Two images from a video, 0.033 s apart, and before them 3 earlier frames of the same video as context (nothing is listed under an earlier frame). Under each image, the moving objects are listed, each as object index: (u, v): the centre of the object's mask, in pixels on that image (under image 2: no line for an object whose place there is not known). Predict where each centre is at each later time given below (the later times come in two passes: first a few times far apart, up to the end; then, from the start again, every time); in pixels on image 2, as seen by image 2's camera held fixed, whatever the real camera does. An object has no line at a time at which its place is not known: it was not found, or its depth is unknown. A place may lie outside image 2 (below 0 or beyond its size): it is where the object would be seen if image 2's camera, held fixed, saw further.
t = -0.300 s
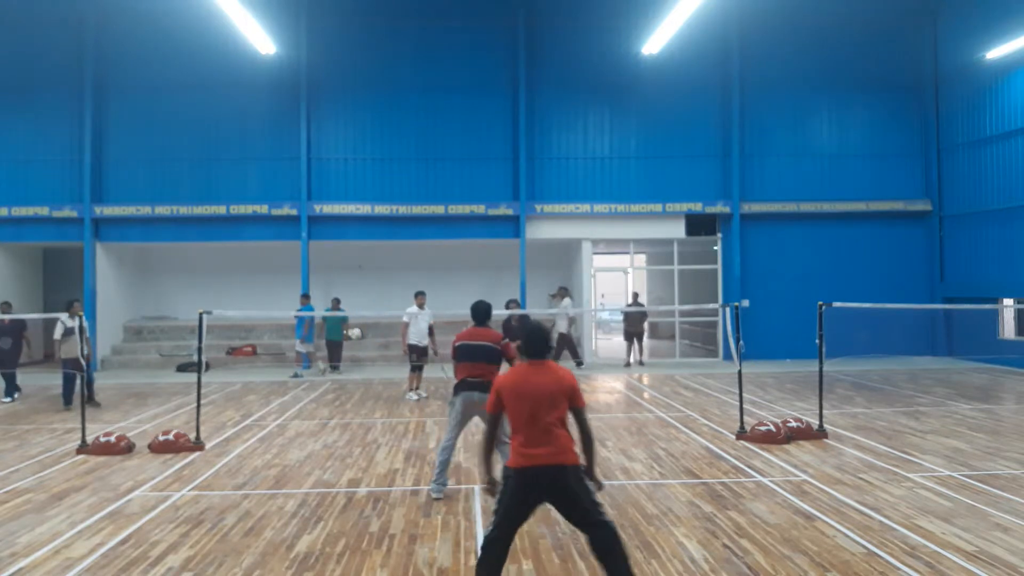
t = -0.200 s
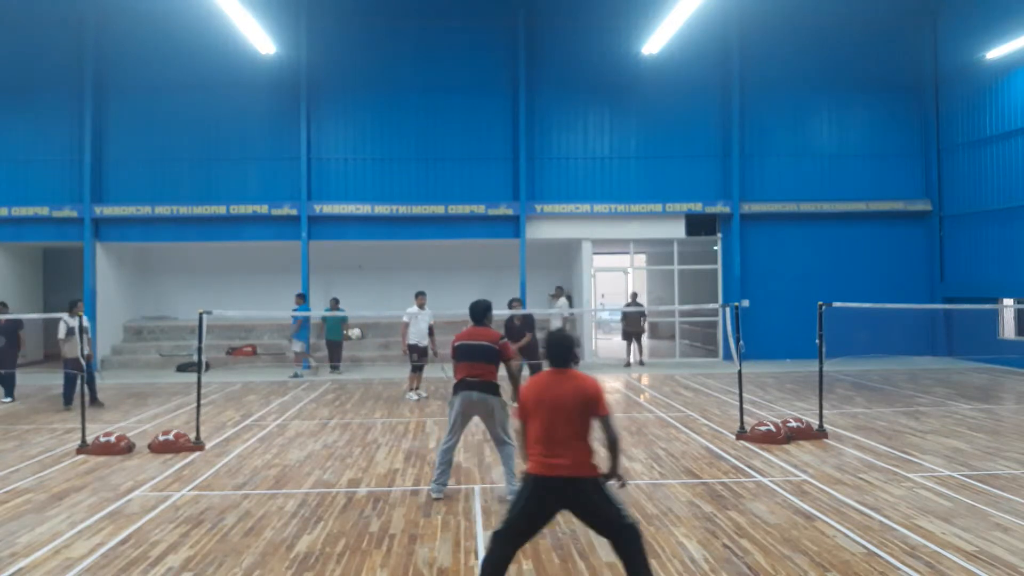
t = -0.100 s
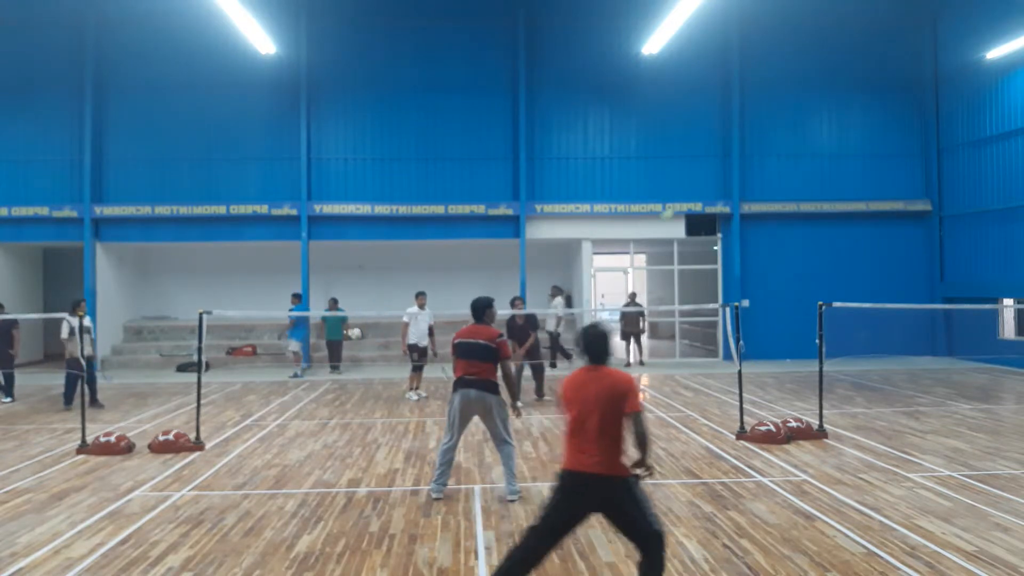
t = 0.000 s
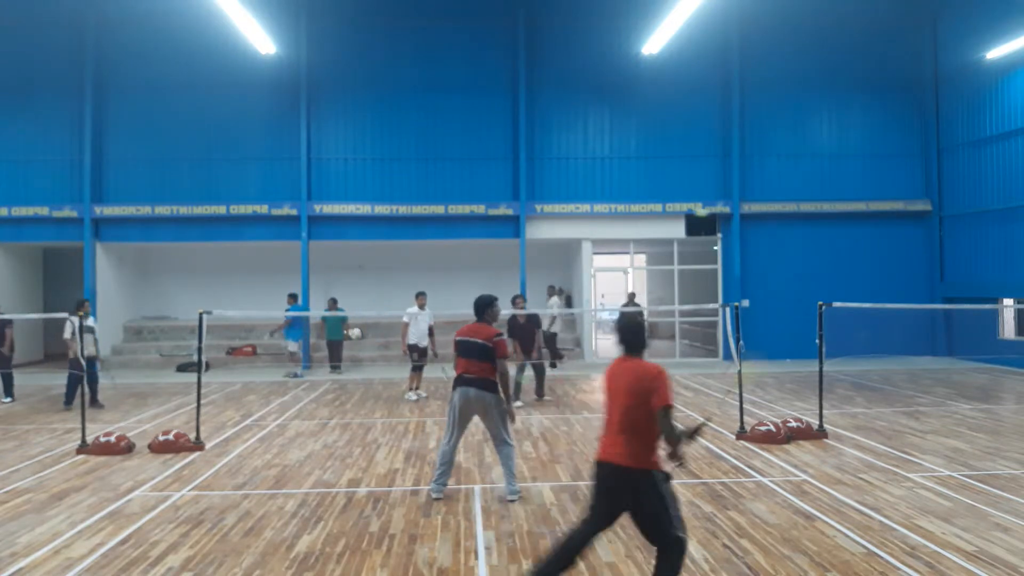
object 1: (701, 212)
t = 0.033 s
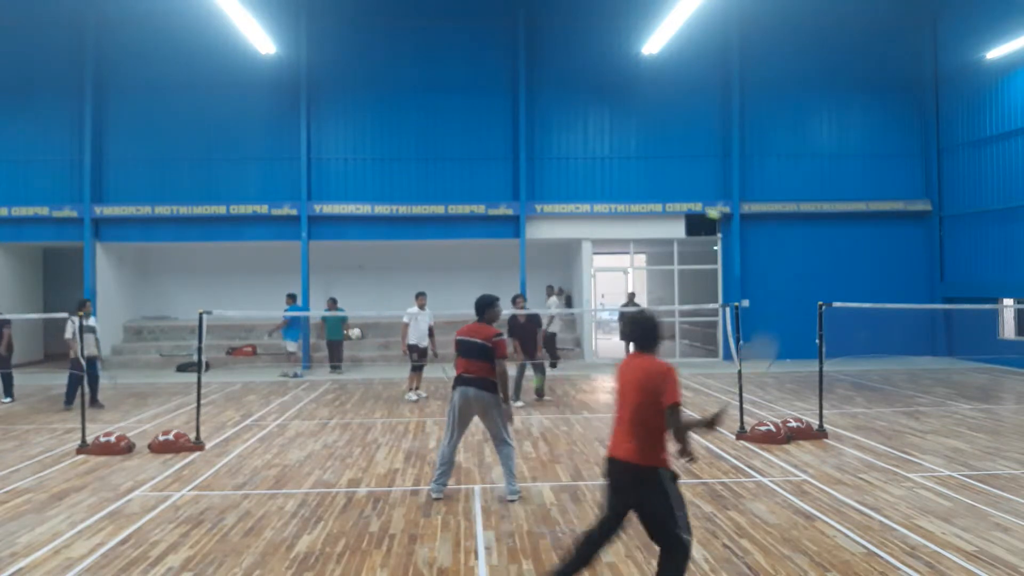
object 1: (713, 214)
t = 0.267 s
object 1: (795, 268)
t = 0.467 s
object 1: (867, 374)
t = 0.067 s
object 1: (725, 218)
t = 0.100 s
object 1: (736, 223)
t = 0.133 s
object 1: (748, 229)
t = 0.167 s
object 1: (760, 237)
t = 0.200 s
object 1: (772, 246)
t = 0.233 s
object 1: (784, 256)
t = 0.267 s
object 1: (795, 268)
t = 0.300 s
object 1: (808, 282)
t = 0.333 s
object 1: (819, 297)
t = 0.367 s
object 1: (831, 314)
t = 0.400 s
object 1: (843, 333)
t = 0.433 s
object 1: (855, 352)
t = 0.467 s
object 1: (867, 374)
